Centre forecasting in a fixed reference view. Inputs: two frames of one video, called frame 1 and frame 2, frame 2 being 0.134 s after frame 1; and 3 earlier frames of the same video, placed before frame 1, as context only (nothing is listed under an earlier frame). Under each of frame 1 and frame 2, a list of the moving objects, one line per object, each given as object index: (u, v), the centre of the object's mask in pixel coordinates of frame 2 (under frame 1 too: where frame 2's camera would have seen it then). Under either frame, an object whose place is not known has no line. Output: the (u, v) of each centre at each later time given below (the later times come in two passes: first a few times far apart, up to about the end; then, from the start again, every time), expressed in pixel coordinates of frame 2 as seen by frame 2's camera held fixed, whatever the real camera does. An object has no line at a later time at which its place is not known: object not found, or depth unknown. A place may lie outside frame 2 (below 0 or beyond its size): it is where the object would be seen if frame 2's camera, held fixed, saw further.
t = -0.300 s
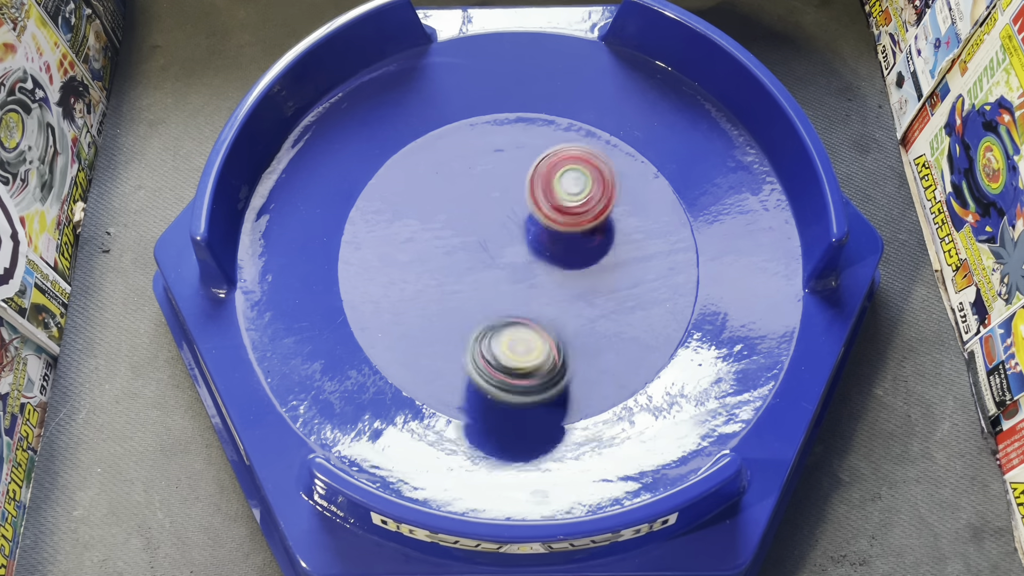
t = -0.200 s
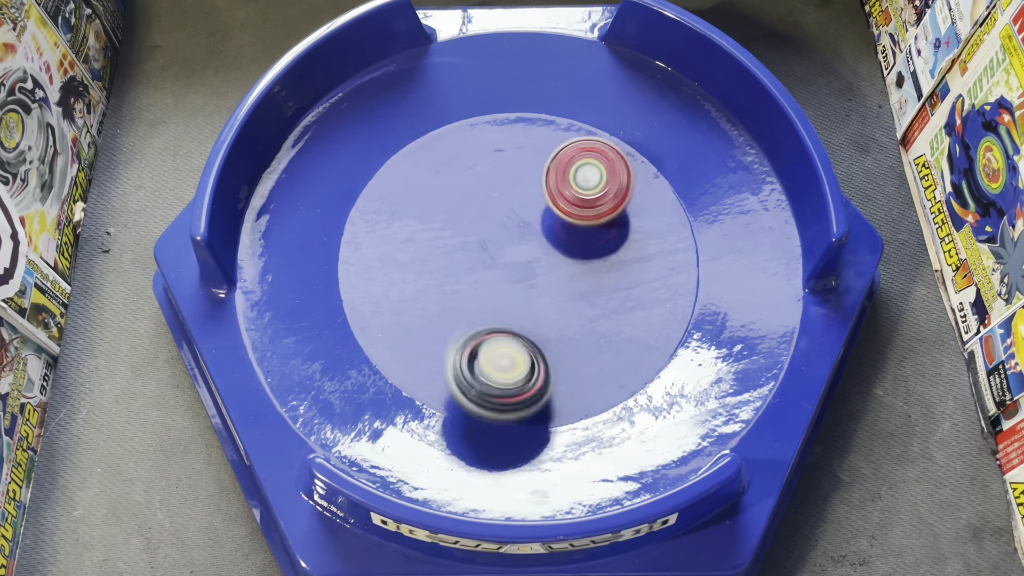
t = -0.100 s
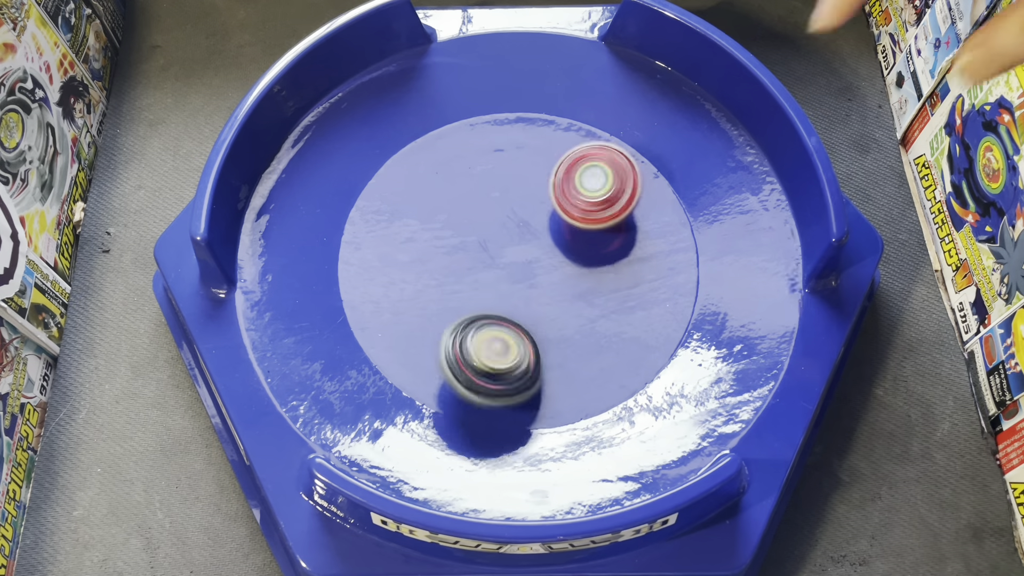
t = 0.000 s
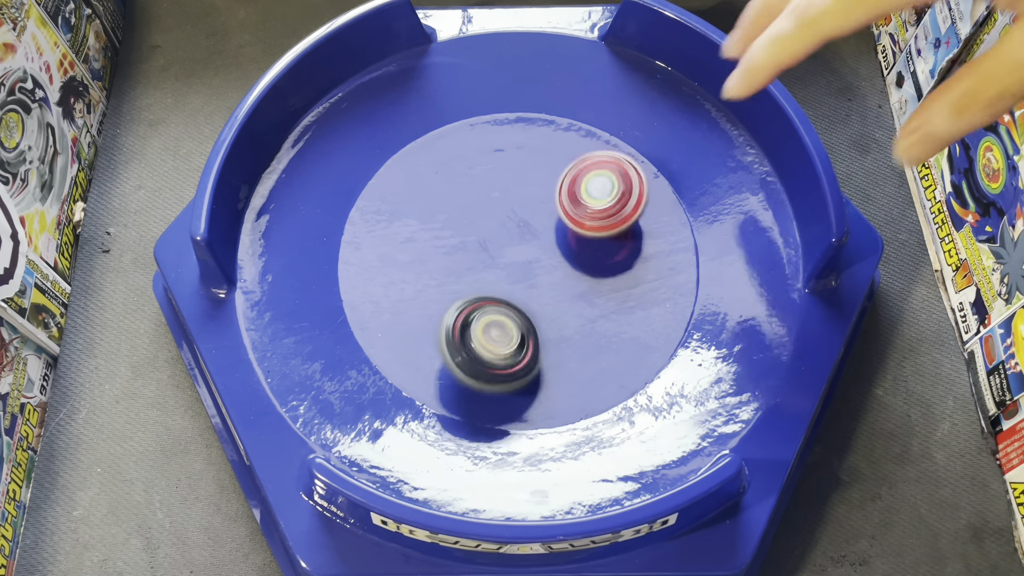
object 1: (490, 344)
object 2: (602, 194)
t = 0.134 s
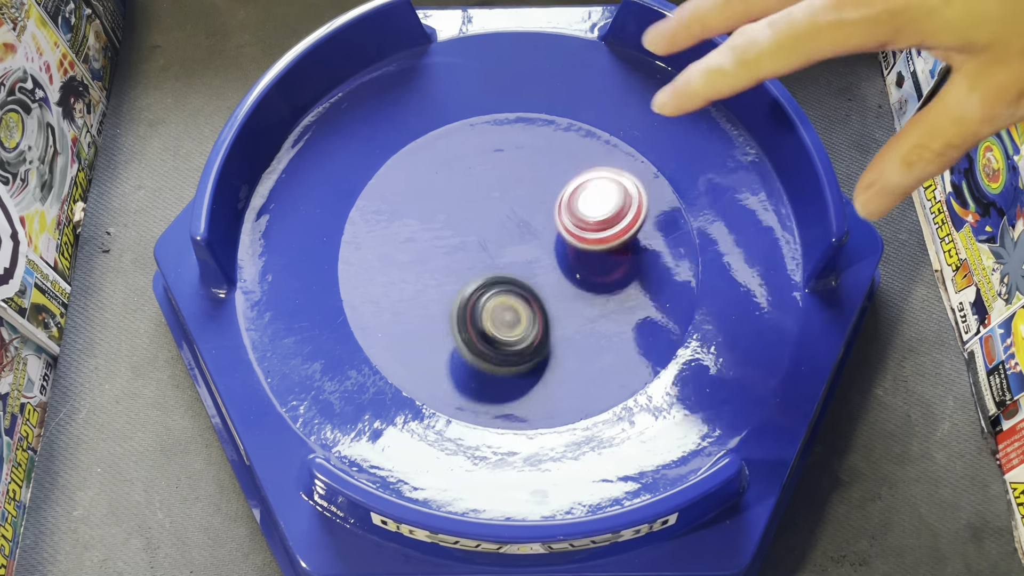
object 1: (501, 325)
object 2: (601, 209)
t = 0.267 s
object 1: (520, 311)
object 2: (590, 224)
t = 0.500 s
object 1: (269, 195)
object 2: (708, 259)
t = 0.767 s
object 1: (435, 162)
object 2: (484, 245)
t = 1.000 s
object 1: (434, 147)
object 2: (419, 364)
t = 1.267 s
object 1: (419, 184)
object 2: (459, 290)
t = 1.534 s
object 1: (417, 184)
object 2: (444, 317)
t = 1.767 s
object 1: (443, 163)
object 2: (447, 324)
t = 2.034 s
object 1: (441, 175)
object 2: (445, 321)
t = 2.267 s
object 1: (416, 185)
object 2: (444, 308)
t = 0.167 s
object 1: (504, 321)
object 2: (599, 213)
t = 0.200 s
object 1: (509, 317)
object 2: (597, 217)
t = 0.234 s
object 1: (514, 314)
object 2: (594, 221)
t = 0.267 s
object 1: (520, 311)
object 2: (590, 224)
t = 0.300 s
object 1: (525, 308)
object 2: (588, 228)
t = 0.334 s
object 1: (470, 275)
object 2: (646, 236)
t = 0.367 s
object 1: (410, 260)
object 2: (705, 244)
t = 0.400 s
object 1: (355, 244)
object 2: (763, 249)
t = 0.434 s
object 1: (311, 229)
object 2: (761, 246)
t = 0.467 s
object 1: (279, 199)
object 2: (738, 256)
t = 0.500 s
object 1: (269, 195)
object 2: (708, 259)
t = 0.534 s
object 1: (293, 198)
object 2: (677, 256)
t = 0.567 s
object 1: (323, 200)
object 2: (648, 252)
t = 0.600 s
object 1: (350, 199)
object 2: (622, 249)
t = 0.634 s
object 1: (376, 196)
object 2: (600, 248)
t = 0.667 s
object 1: (398, 188)
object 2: (575, 243)
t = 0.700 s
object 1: (415, 180)
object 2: (548, 240)
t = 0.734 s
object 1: (428, 170)
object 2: (519, 240)
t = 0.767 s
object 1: (435, 162)
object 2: (484, 245)
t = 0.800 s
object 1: (438, 154)
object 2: (451, 254)
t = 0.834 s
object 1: (436, 150)
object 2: (424, 270)
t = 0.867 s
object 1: (433, 147)
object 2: (399, 293)
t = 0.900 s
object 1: (432, 146)
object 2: (388, 316)
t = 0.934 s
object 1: (431, 145)
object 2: (388, 338)
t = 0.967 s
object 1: (432, 146)
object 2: (398, 353)
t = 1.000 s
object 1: (434, 147)
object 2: (419, 364)
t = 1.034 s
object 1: (436, 150)
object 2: (444, 364)
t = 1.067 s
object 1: (439, 154)
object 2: (467, 354)
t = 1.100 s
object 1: (441, 161)
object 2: (481, 337)
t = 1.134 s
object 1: (441, 168)
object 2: (486, 319)
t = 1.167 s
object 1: (438, 175)
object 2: (483, 302)
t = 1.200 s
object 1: (432, 179)
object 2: (478, 292)
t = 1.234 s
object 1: (426, 182)
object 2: (468, 287)
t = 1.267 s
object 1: (419, 184)
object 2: (459, 290)
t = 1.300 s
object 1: (413, 183)
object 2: (453, 294)
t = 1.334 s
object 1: (409, 181)
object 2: (449, 298)
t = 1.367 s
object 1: (407, 180)
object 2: (446, 302)
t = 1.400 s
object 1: (406, 179)
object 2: (444, 306)
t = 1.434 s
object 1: (406, 180)
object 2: (444, 310)
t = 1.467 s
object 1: (408, 181)
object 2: (443, 313)
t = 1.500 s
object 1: (412, 183)
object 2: (444, 315)
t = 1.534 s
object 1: (417, 184)
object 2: (444, 317)
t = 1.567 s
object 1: (423, 183)
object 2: (444, 319)
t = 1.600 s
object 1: (428, 181)
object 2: (445, 320)
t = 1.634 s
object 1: (433, 179)
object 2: (445, 321)
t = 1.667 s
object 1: (438, 176)
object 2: (446, 322)
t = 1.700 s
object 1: (442, 172)
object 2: (446, 323)
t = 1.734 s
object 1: (443, 167)
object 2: (446, 323)
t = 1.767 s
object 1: (443, 163)
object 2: (447, 324)
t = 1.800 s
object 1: (442, 161)
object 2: (447, 324)
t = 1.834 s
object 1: (442, 159)
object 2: (447, 324)
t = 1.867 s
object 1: (442, 159)
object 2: (447, 324)
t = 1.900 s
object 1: (442, 160)
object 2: (447, 323)
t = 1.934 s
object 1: (443, 162)
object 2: (446, 323)
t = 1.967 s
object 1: (443, 165)
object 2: (446, 323)
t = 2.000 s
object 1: (442, 170)
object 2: (446, 322)
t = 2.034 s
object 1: (441, 175)
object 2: (445, 321)
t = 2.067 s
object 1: (437, 179)
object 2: (445, 320)
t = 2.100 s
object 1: (434, 181)
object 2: (444, 319)
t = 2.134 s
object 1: (430, 182)
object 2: (444, 317)
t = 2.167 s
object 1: (427, 183)
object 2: (443, 315)
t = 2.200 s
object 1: (423, 185)
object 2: (443, 313)
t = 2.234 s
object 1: (419, 185)
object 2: (443, 311)
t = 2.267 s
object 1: (416, 185)
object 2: (444, 308)
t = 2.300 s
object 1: (415, 184)
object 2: (445, 305)
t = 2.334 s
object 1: (415, 184)
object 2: (447, 300)
